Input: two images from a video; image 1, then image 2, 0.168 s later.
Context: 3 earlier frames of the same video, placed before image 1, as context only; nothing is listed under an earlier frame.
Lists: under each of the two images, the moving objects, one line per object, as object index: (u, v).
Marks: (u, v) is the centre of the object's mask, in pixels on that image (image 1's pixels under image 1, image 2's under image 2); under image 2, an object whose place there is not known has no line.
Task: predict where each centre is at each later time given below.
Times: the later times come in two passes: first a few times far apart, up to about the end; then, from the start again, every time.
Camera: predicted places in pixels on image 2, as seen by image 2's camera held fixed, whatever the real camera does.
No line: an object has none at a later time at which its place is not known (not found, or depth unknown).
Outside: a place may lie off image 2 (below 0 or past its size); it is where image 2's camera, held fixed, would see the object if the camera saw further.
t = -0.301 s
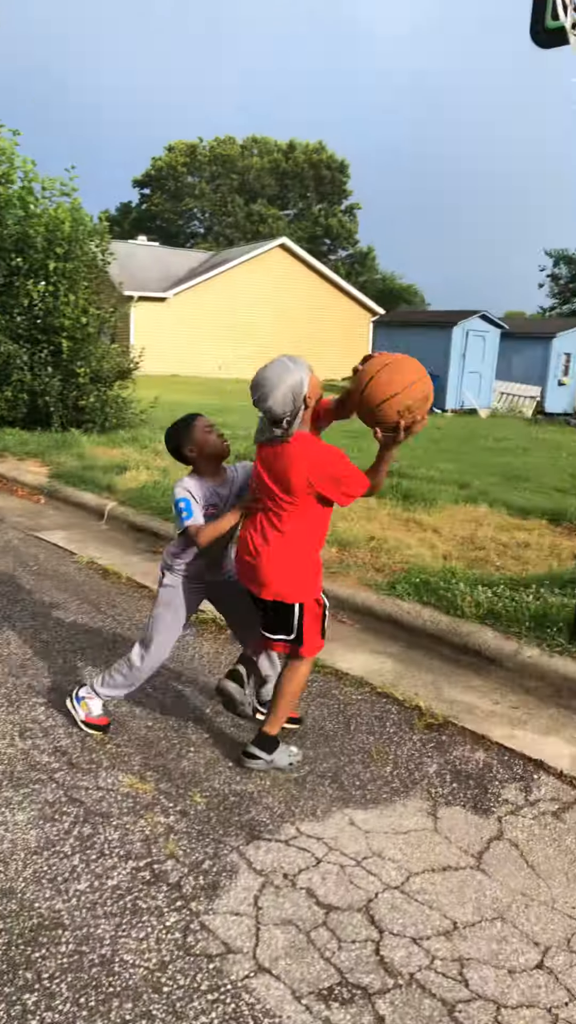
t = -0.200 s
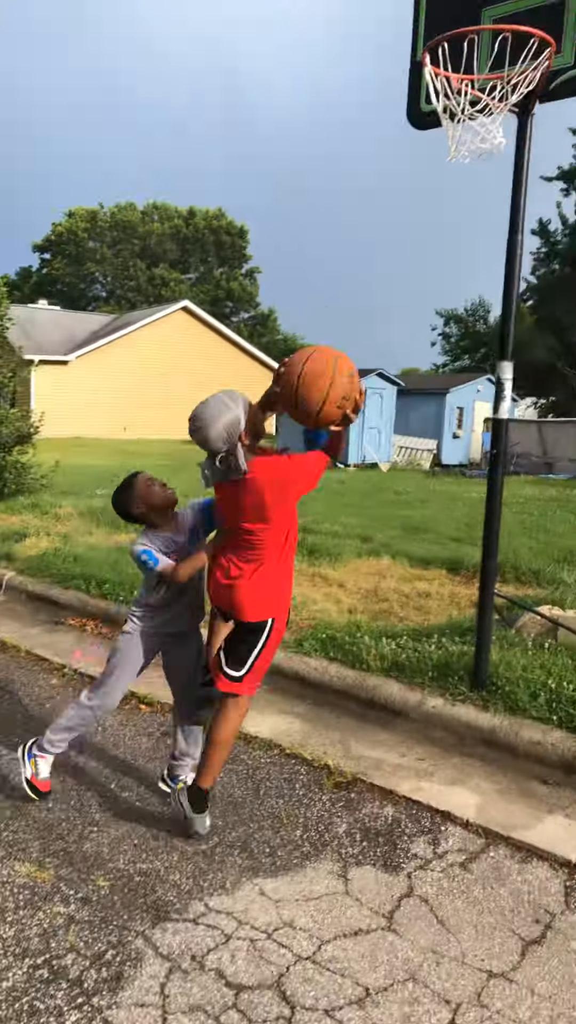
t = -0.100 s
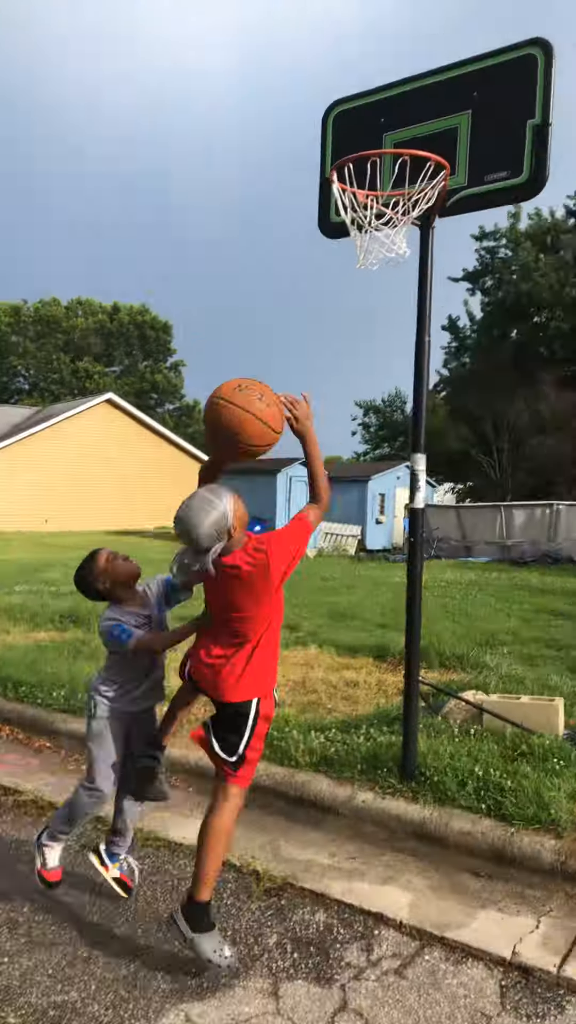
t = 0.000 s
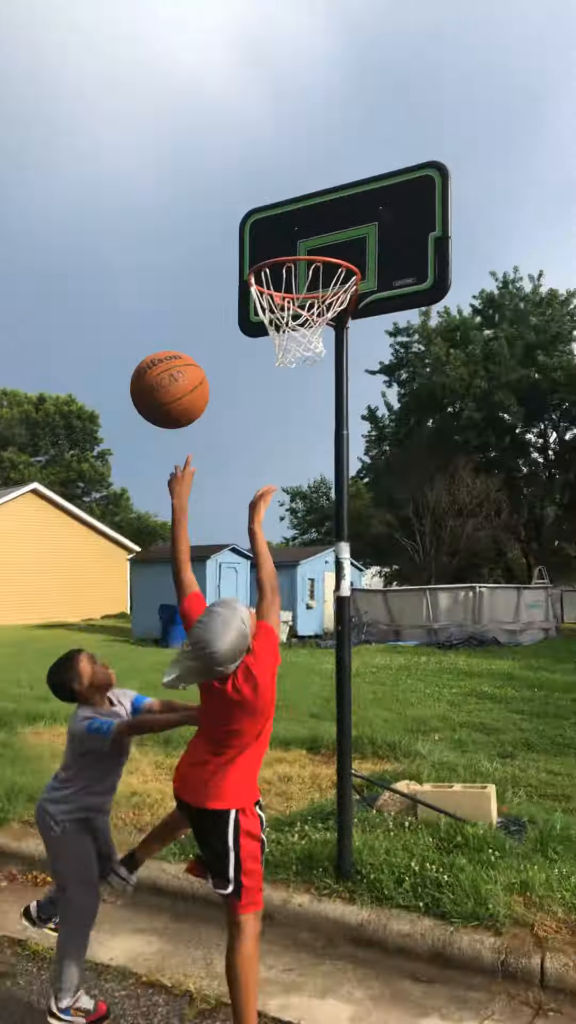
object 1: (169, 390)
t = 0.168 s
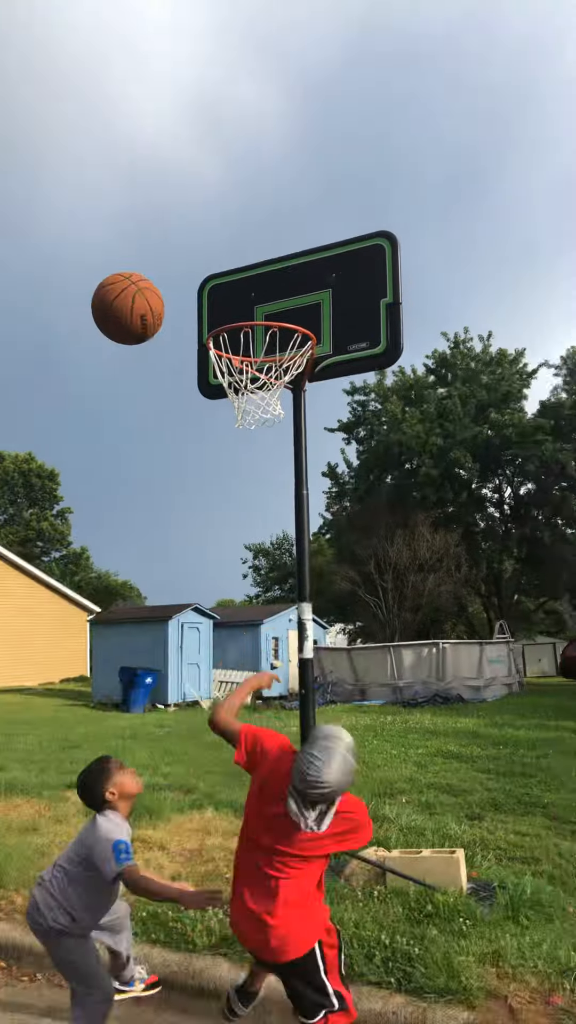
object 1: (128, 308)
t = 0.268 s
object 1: (125, 267)
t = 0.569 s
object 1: (125, 297)
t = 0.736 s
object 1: (129, 403)
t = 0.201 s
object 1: (127, 292)
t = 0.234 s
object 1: (126, 278)
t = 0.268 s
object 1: (125, 267)
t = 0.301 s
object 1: (124, 260)
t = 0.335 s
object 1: (124, 255)
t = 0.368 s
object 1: (124, 253)
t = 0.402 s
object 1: (124, 254)
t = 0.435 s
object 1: (124, 257)
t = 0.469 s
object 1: (124, 264)
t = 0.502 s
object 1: (124, 273)
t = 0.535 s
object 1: (125, 284)
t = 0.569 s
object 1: (125, 297)
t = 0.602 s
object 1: (125, 313)
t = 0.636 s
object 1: (126, 332)
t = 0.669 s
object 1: (127, 353)
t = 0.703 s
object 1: (128, 377)
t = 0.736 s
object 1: (129, 403)
